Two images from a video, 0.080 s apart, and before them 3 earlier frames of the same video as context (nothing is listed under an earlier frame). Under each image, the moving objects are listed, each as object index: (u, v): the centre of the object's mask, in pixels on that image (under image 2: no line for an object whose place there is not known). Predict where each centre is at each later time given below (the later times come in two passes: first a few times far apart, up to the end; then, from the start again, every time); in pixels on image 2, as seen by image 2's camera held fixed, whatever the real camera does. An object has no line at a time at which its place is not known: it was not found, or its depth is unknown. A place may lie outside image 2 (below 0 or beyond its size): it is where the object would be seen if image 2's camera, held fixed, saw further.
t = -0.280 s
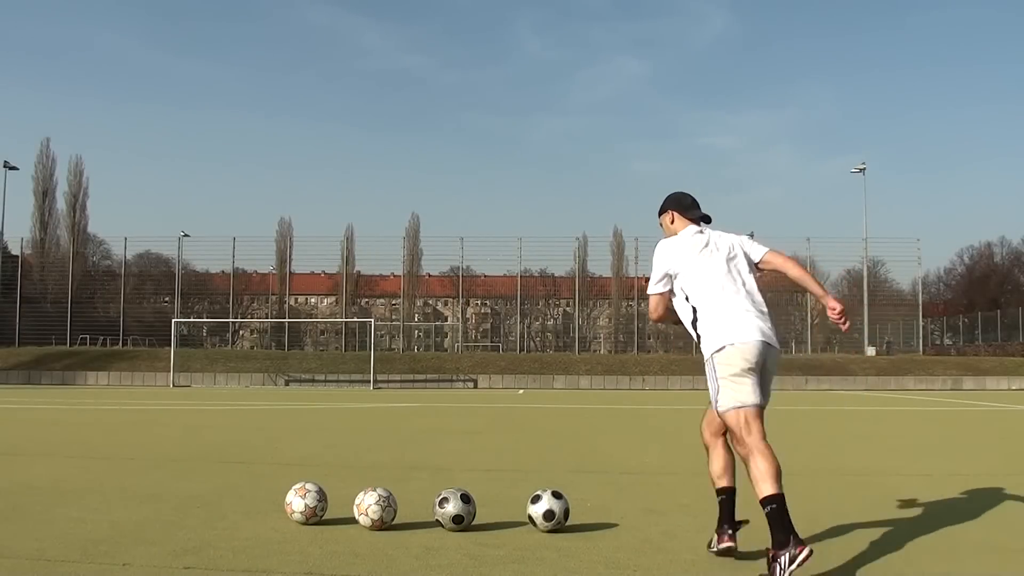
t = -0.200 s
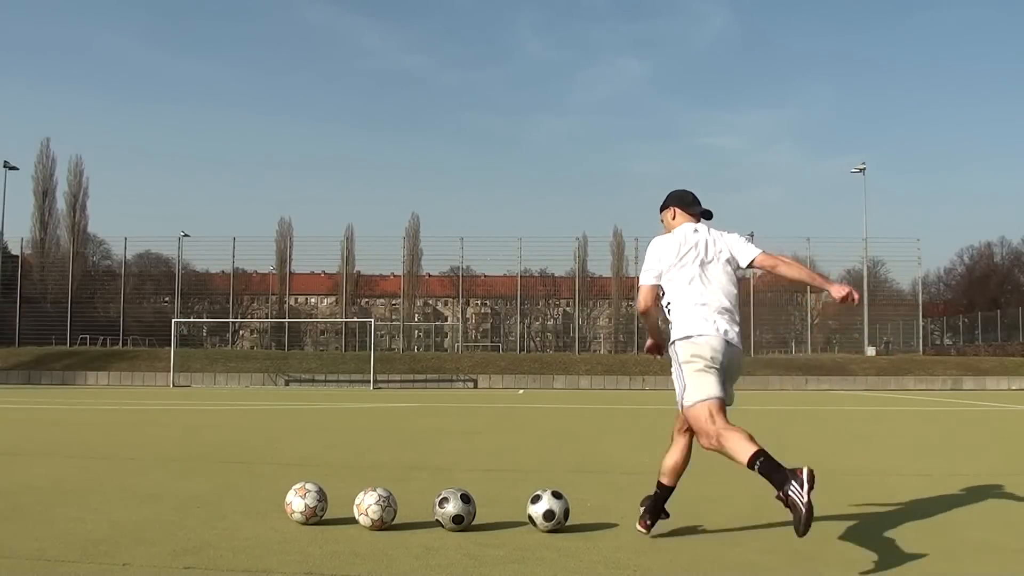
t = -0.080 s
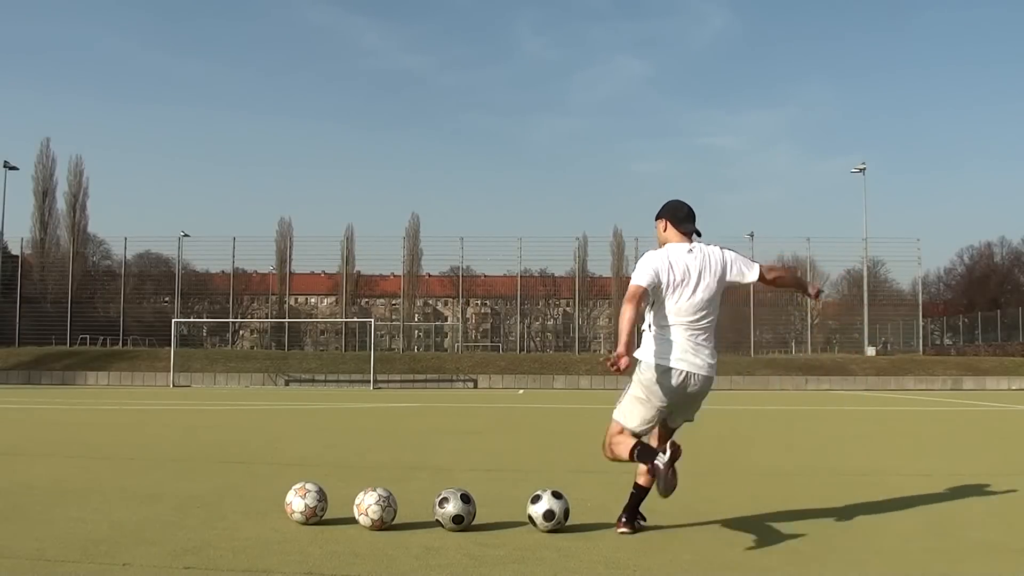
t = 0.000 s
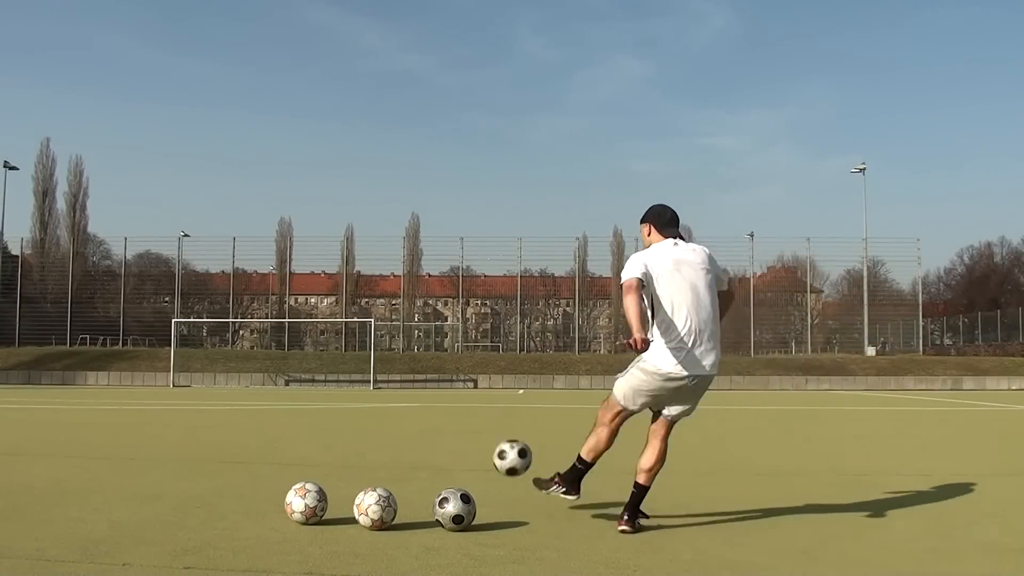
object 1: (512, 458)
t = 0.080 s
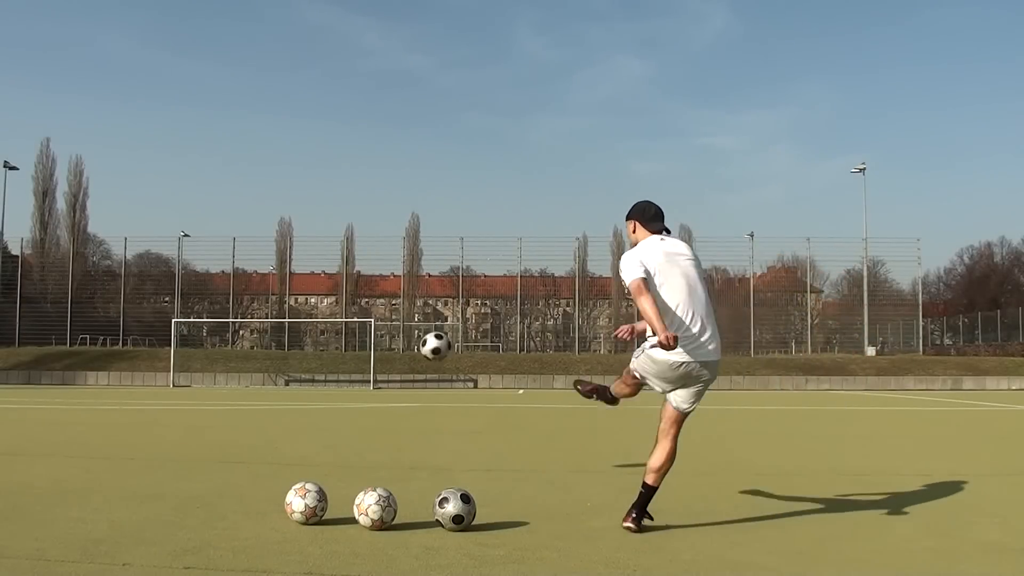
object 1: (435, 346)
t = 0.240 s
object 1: (356, 234)
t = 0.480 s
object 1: (304, 173)
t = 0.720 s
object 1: (279, 162)
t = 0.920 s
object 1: (267, 170)
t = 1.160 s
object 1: (255, 195)
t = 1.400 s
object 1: (245, 229)
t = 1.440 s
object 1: (244, 236)
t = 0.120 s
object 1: (409, 308)
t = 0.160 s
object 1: (388, 278)
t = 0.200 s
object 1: (371, 254)
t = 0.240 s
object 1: (356, 234)
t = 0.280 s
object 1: (343, 219)
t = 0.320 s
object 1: (333, 205)
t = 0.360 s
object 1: (324, 195)
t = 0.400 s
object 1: (316, 186)
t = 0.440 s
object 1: (309, 179)
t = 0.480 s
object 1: (304, 173)
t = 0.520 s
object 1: (298, 169)
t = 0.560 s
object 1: (293, 166)
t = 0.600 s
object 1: (289, 164)
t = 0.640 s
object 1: (286, 162)
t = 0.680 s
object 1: (282, 162)
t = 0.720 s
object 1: (279, 162)
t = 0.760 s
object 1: (276, 162)
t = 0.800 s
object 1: (274, 163)
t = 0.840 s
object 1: (272, 166)
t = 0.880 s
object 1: (269, 168)
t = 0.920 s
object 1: (267, 170)
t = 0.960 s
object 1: (265, 174)
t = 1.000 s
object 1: (263, 177)
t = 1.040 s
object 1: (261, 181)
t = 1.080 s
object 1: (259, 185)
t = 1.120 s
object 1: (257, 190)
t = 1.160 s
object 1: (255, 195)
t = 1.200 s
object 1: (253, 200)
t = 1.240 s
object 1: (251, 206)
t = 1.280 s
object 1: (250, 211)
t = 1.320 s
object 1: (248, 217)
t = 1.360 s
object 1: (247, 223)
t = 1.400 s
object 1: (245, 229)
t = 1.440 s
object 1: (244, 236)
